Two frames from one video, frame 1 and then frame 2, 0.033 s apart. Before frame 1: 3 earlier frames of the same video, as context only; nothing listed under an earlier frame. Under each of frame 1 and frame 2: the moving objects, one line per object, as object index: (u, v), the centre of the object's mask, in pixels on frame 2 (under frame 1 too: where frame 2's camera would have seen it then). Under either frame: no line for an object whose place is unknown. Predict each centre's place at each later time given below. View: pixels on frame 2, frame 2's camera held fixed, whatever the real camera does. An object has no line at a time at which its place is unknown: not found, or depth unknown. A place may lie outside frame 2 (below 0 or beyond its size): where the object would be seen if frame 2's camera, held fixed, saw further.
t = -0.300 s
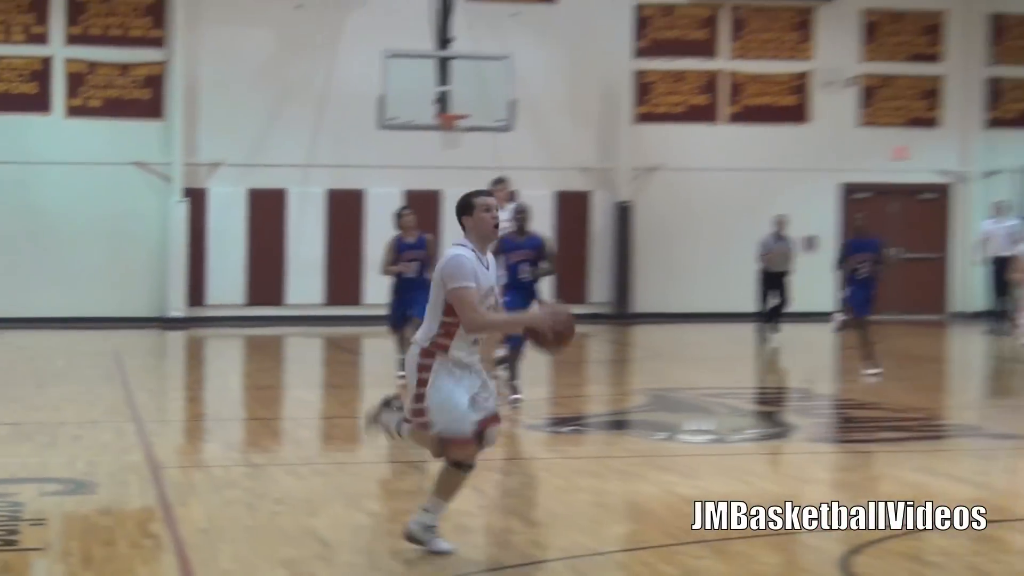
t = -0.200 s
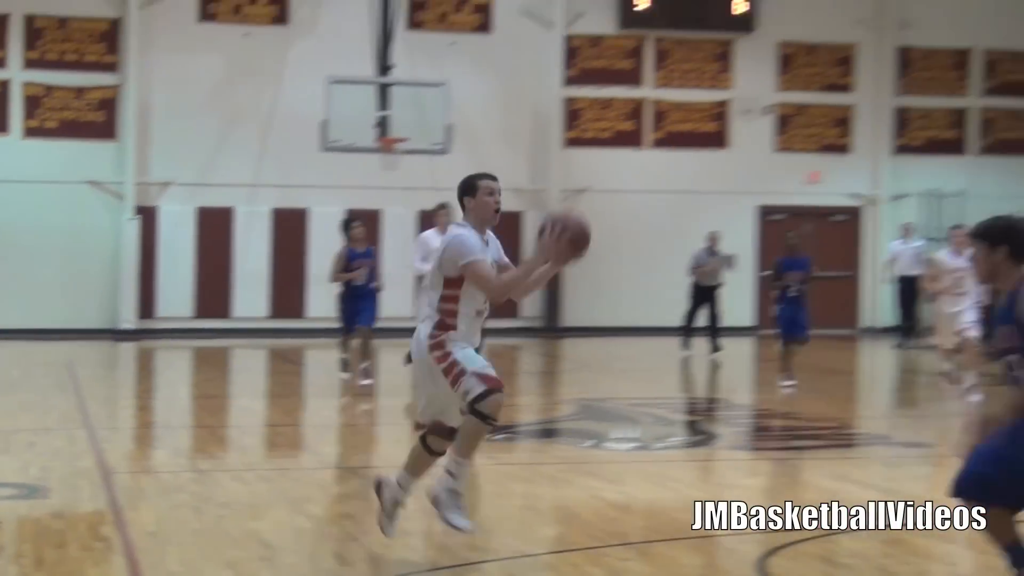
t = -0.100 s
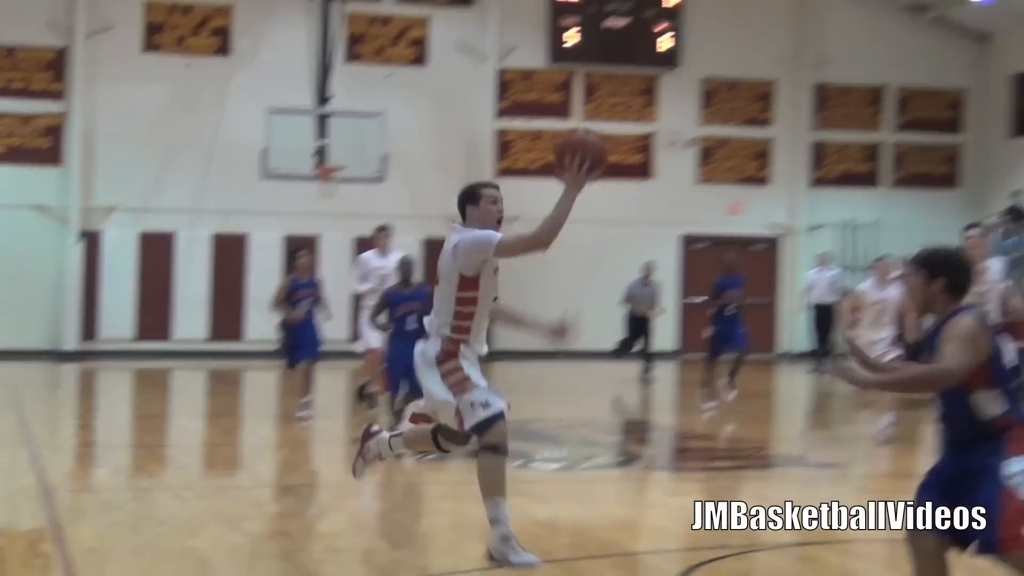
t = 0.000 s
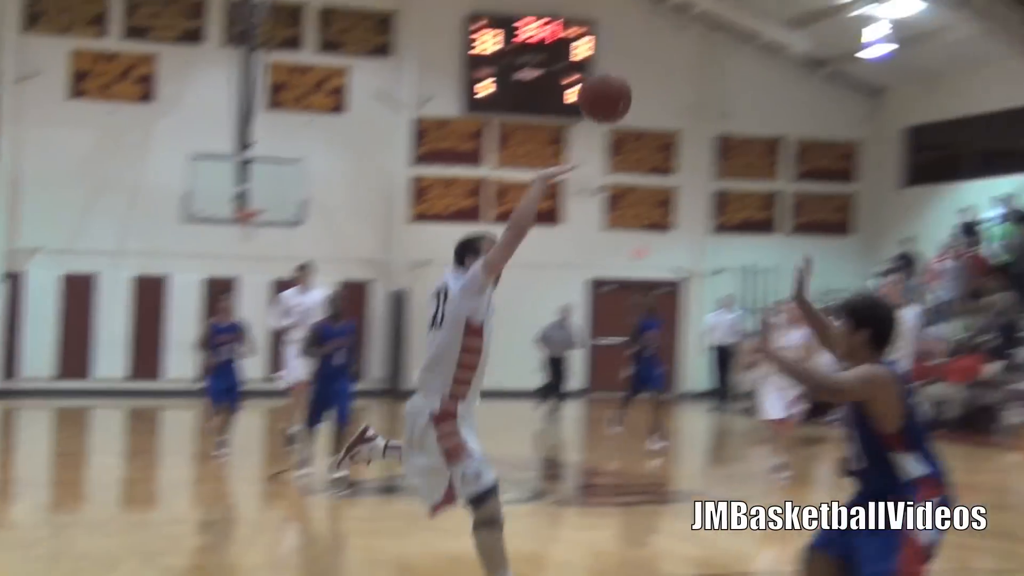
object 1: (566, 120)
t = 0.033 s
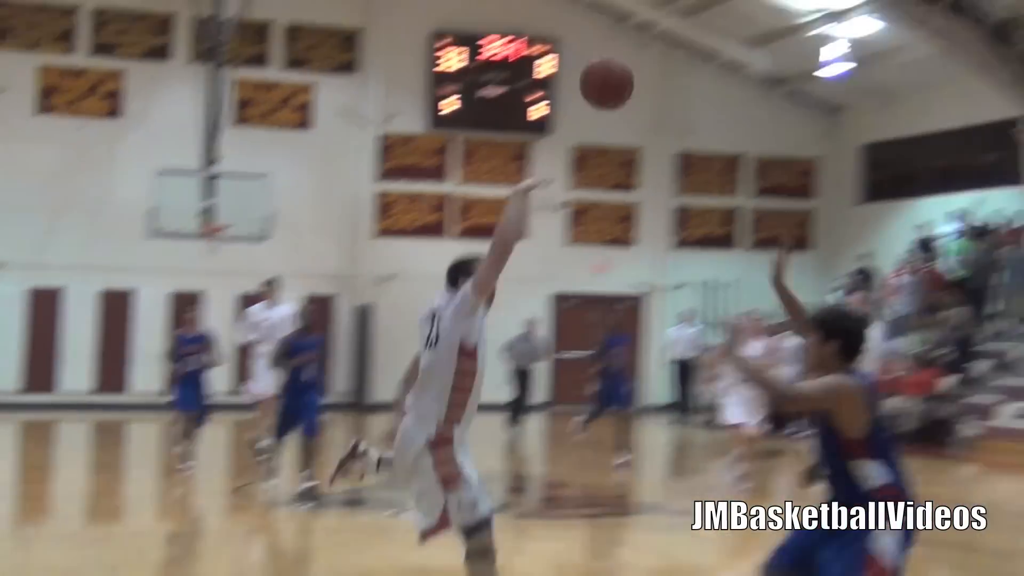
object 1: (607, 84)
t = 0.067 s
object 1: (648, 48)
